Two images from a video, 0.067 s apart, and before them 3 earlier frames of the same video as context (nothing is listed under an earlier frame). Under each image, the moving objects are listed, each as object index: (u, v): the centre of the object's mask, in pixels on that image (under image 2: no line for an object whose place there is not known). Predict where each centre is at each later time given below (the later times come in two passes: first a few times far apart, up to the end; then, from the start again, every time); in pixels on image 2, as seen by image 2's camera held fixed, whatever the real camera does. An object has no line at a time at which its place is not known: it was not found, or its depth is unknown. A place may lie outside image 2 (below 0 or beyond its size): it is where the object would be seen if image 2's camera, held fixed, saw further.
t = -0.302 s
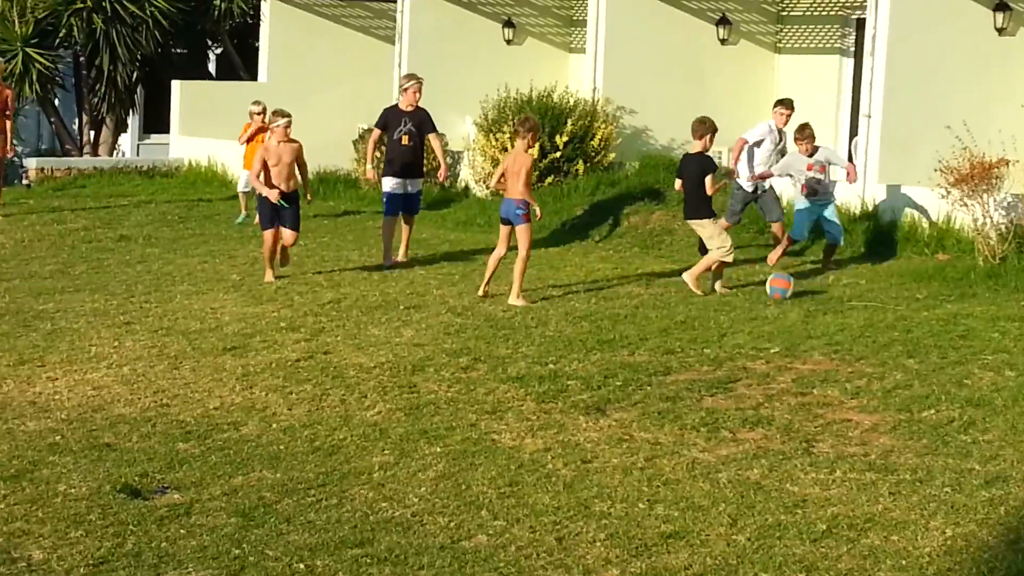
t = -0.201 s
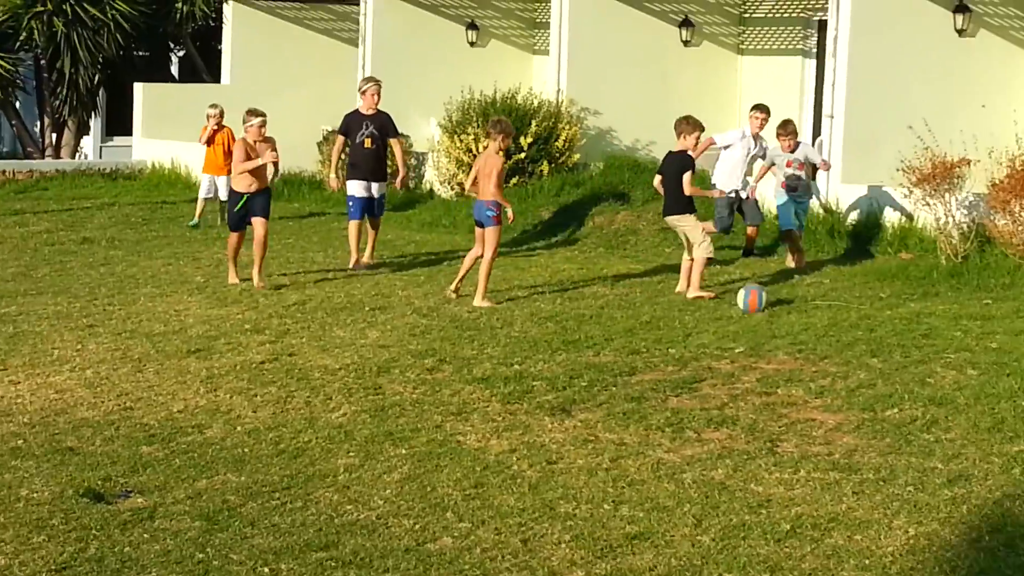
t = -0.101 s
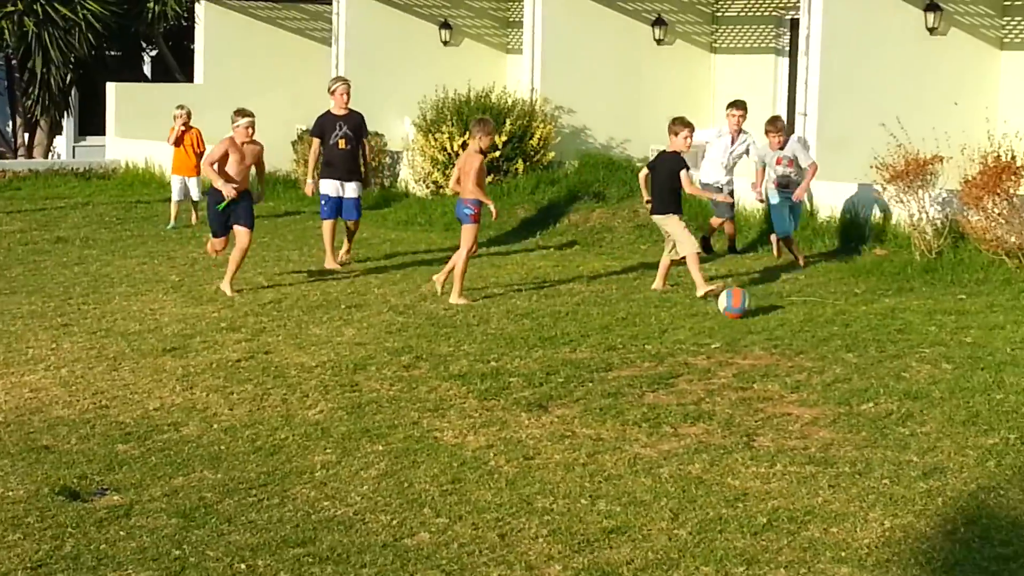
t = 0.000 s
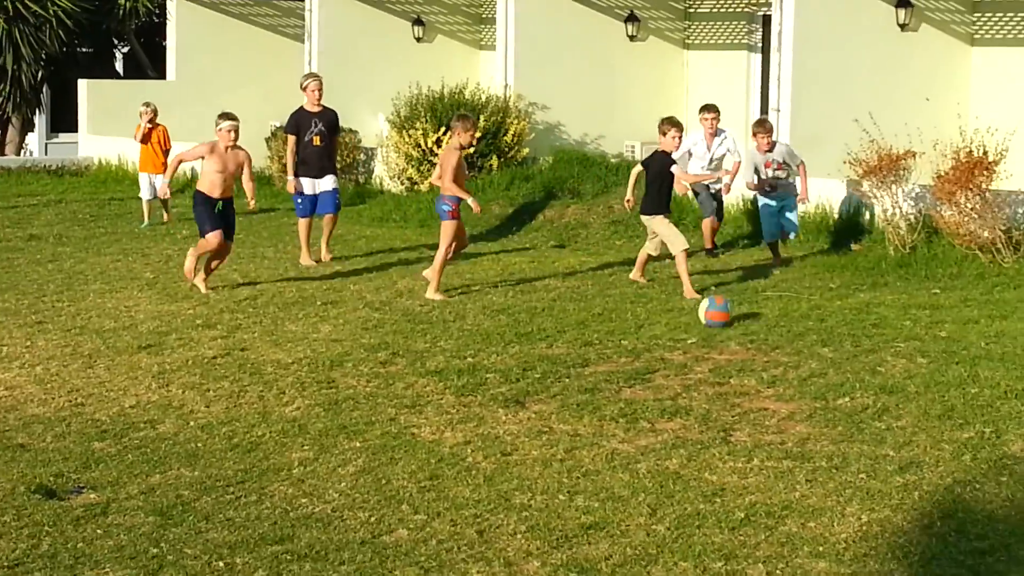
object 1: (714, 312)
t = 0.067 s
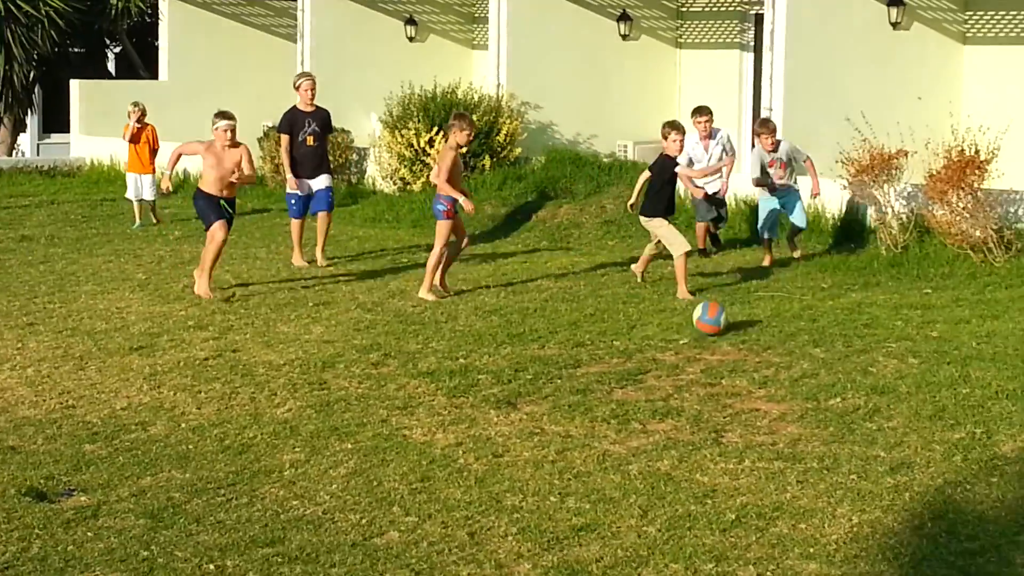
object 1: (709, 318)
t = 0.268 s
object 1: (716, 345)
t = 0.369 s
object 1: (719, 361)
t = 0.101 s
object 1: (711, 325)
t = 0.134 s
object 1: (712, 333)
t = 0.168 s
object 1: (713, 342)
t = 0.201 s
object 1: (714, 343)
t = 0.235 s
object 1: (715, 343)
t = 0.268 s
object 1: (716, 345)
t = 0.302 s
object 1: (717, 348)
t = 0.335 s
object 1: (719, 353)
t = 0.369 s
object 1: (719, 361)
